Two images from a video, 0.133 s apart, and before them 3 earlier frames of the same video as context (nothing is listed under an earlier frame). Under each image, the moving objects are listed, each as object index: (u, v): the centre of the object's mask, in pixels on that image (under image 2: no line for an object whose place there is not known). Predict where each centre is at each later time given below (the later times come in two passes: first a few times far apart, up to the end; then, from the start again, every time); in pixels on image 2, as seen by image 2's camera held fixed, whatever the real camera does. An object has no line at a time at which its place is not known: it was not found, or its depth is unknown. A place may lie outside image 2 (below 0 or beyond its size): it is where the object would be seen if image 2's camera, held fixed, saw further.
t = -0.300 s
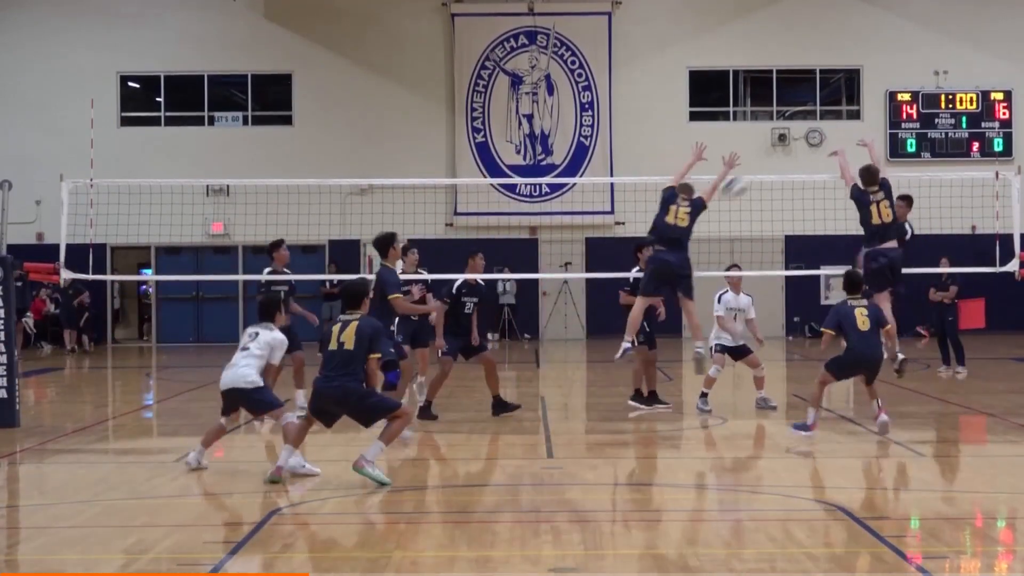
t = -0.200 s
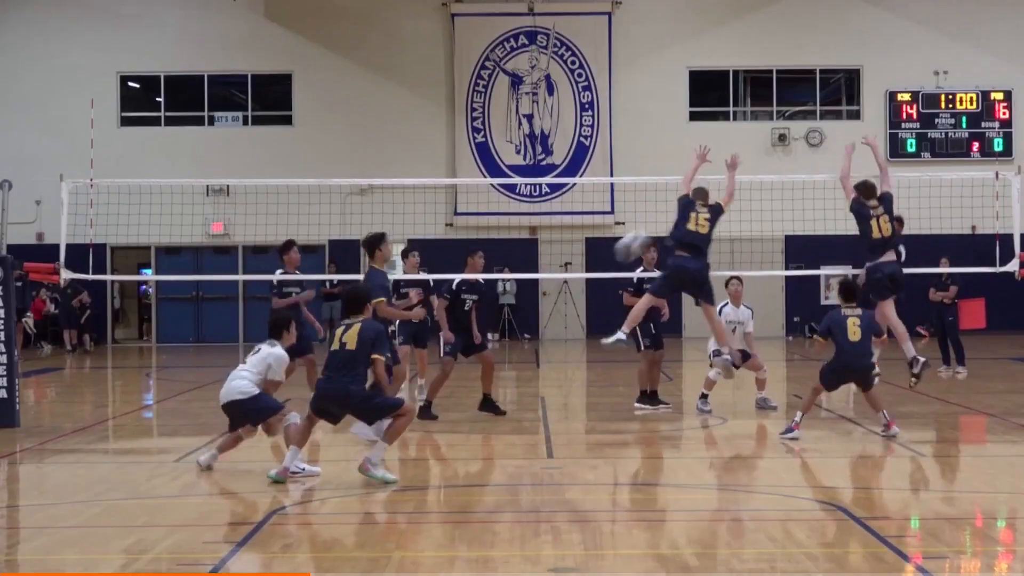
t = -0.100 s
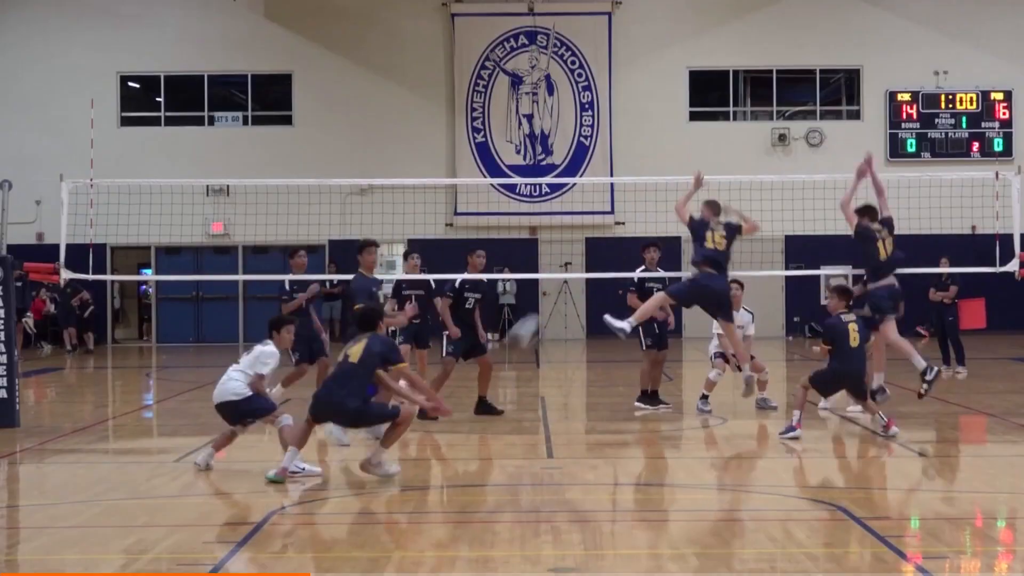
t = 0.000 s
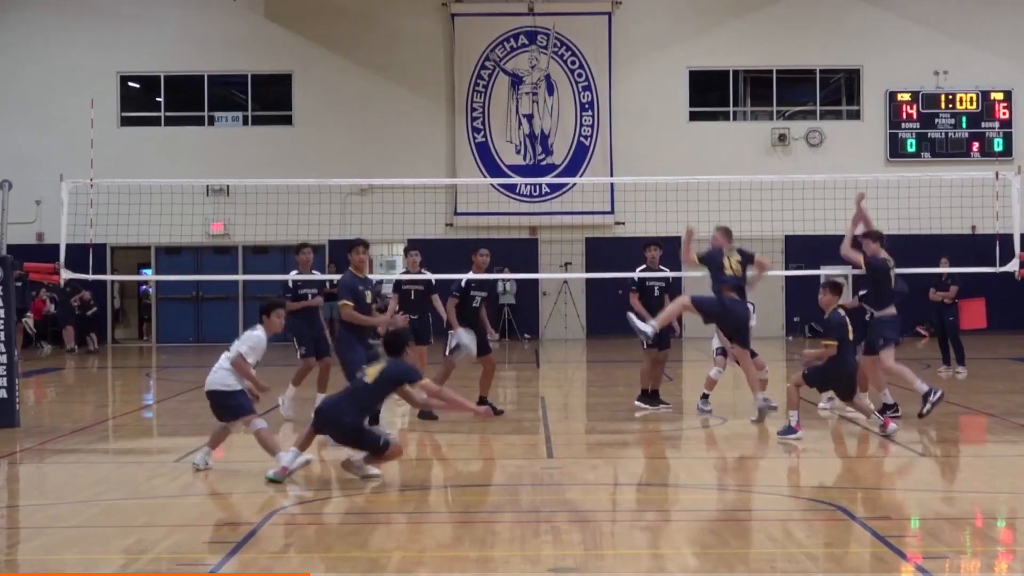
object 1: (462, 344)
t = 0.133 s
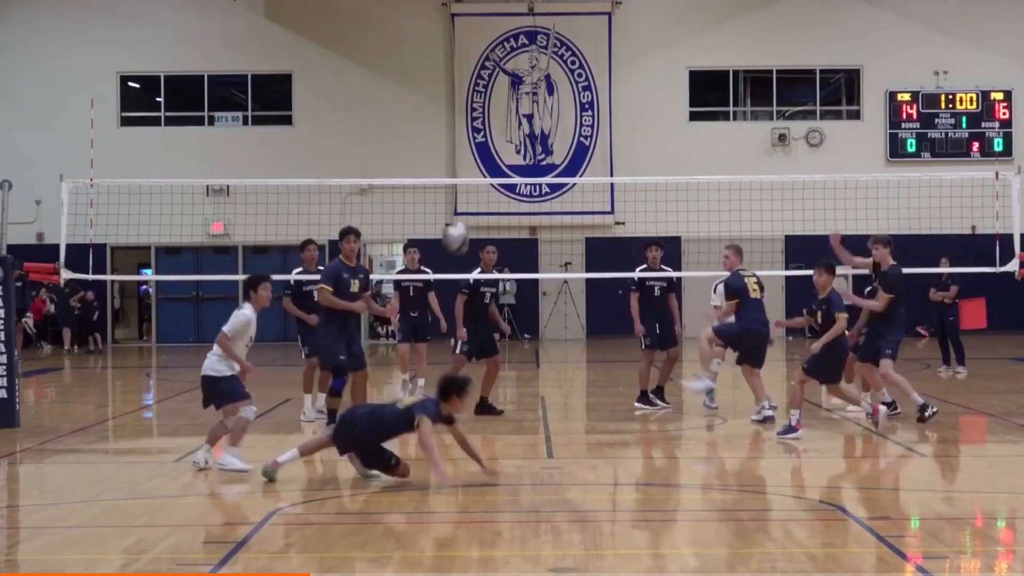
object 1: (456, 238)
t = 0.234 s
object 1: (448, 173)
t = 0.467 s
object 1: (431, 85)
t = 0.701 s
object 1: (414, 64)
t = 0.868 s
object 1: (401, 88)
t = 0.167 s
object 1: (453, 212)
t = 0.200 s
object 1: (451, 193)
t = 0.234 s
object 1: (448, 173)
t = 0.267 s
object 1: (445, 154)
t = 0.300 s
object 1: (444, 140)
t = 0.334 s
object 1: (442, 125)
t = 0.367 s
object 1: (439, 113)
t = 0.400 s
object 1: (437, 102)
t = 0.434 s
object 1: (434, 93)
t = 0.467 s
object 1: (431, 85)
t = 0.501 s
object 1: (430, 77)
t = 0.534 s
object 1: (426, 73)
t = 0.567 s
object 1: (424, 68)
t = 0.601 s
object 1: (422, 65)
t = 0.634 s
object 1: (418, 63)
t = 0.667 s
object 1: (416, 64)
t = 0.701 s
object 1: (414, 64)
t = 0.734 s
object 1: (411, 67)
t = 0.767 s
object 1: (408, 71)
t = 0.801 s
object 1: (405, 76)
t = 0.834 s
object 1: (403, 80)
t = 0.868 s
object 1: (401, 88)
